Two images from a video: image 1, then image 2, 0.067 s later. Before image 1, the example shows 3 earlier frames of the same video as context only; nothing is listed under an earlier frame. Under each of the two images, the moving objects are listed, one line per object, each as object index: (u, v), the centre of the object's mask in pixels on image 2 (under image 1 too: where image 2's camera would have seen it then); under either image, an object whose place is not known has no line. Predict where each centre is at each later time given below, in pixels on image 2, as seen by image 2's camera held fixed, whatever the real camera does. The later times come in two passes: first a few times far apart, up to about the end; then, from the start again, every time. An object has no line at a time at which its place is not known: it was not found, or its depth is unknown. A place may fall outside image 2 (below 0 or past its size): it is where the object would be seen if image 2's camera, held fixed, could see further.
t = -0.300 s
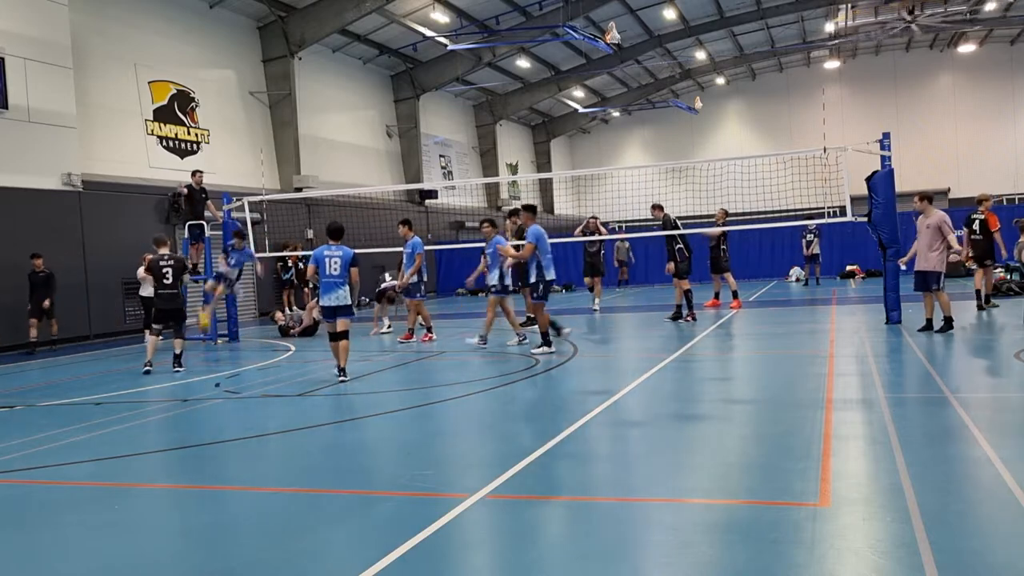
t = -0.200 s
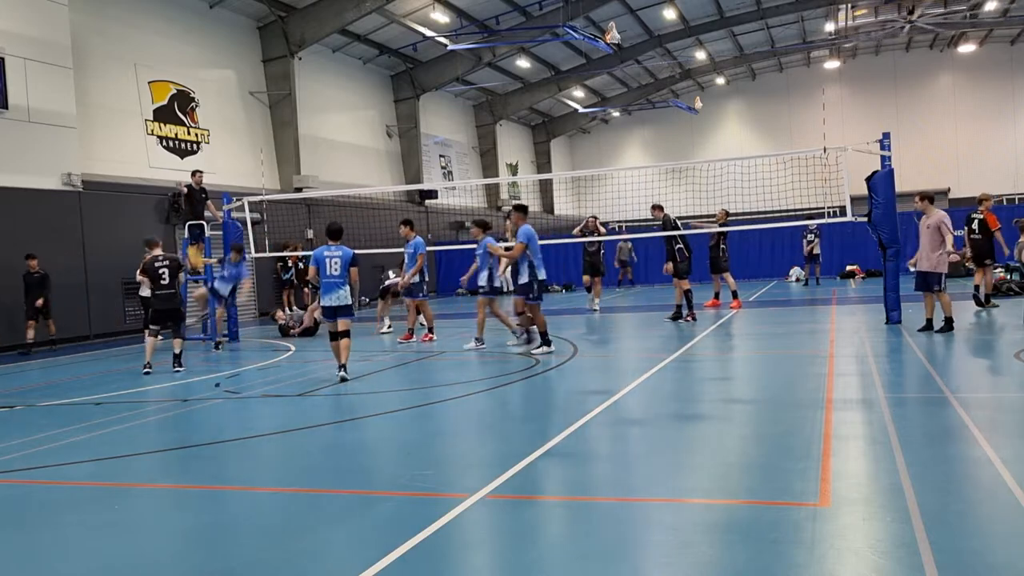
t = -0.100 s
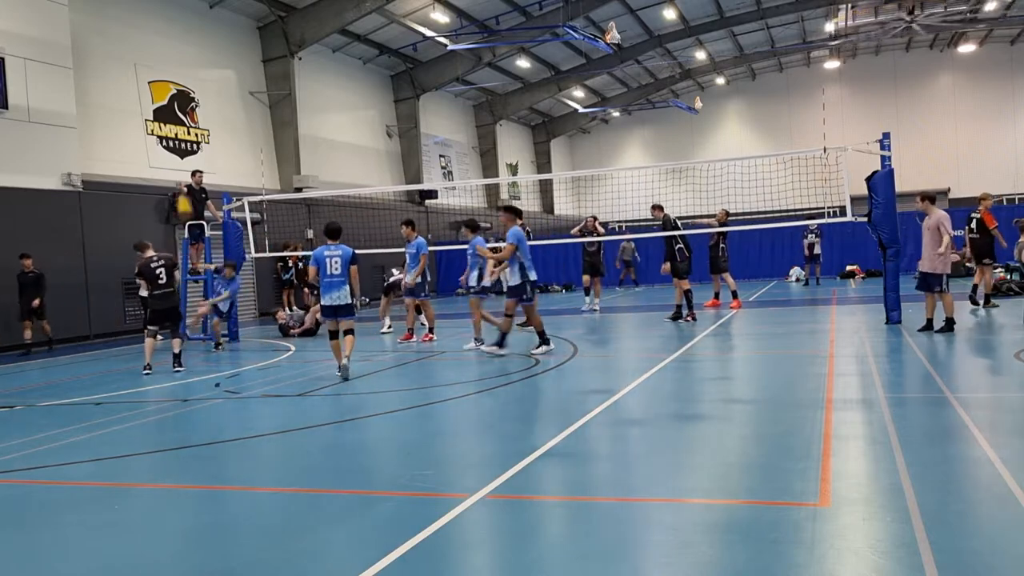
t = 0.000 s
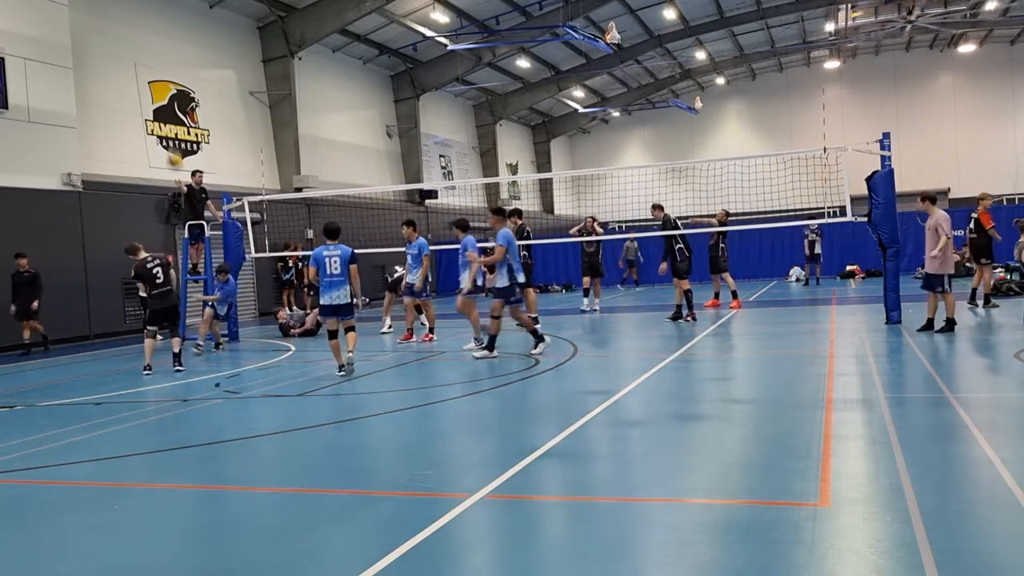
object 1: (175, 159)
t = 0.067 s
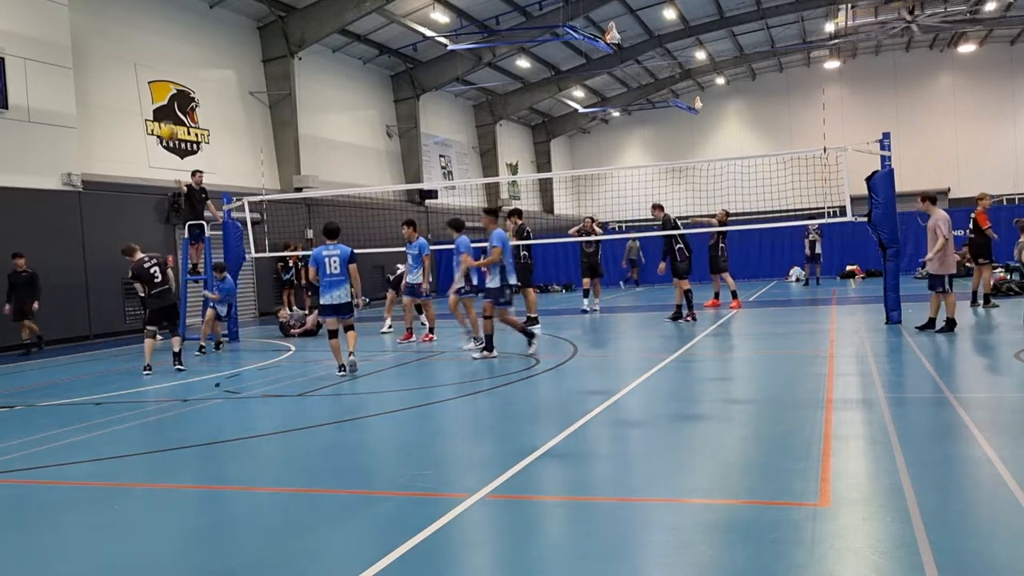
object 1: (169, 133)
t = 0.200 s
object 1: (155, 86)
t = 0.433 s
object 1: (134, 35)
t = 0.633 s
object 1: (118, 25)
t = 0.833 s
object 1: (103, 50)
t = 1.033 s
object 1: (89, 115)
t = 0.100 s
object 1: (164, 115)
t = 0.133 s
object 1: (160, 108)
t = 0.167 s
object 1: (159, 97)
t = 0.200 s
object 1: (155, 86)
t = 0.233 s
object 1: (151, 76)
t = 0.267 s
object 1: (148, 67)
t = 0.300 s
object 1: (144, 59)
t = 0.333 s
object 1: (143, 51)
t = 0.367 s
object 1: (140, 46)
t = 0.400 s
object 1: (137, 39)
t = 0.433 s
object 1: (134, 35)
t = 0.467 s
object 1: (131, 31)
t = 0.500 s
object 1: (129, 28)
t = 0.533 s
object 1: (125, 26)
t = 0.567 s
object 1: (123, 25)
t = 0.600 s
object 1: (121, 25)
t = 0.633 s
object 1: (118, 25)
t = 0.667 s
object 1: (115, 27)
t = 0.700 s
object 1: (112, 29)
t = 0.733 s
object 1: (110, 33)
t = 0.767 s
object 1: (107, 37)
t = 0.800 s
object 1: (105, 43)
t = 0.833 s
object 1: (103, 50)
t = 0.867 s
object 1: (100, 57)
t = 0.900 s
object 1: (98, 67)
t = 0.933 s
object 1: (95, 77)
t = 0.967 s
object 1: (94, 89)
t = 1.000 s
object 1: (91, 101)
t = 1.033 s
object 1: (89, 115)
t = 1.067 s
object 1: (89, 129)
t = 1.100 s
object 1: (87, 146)
